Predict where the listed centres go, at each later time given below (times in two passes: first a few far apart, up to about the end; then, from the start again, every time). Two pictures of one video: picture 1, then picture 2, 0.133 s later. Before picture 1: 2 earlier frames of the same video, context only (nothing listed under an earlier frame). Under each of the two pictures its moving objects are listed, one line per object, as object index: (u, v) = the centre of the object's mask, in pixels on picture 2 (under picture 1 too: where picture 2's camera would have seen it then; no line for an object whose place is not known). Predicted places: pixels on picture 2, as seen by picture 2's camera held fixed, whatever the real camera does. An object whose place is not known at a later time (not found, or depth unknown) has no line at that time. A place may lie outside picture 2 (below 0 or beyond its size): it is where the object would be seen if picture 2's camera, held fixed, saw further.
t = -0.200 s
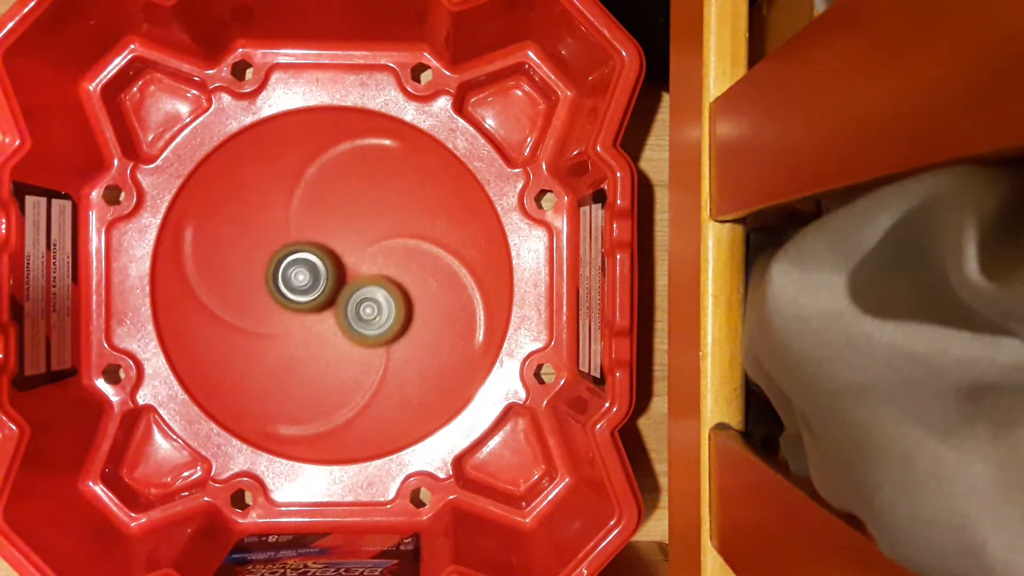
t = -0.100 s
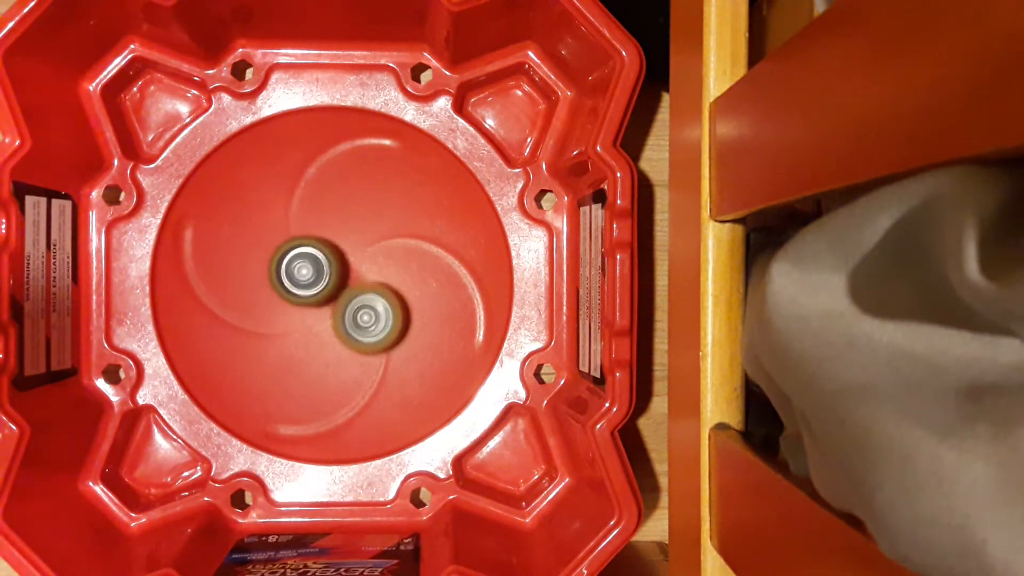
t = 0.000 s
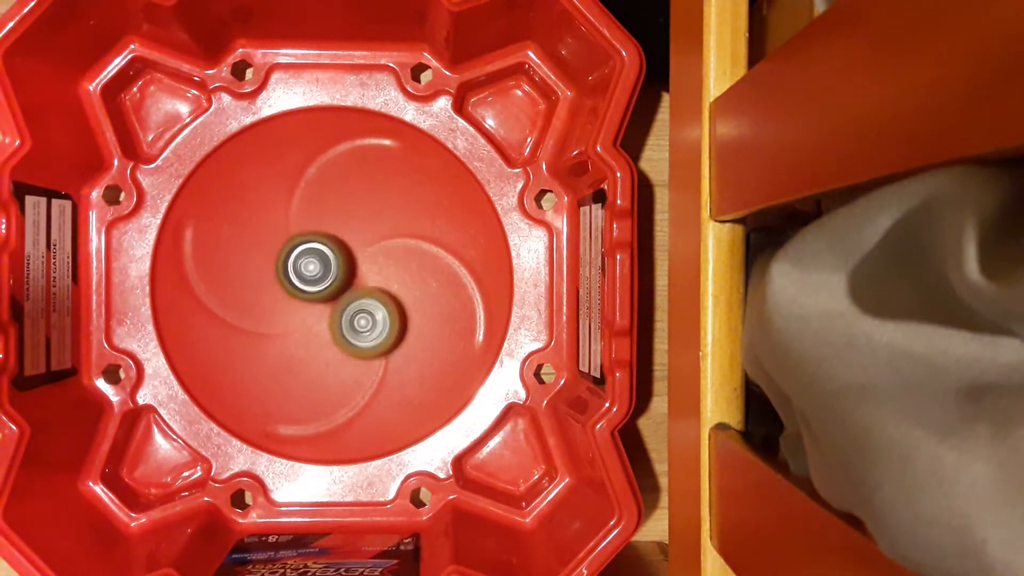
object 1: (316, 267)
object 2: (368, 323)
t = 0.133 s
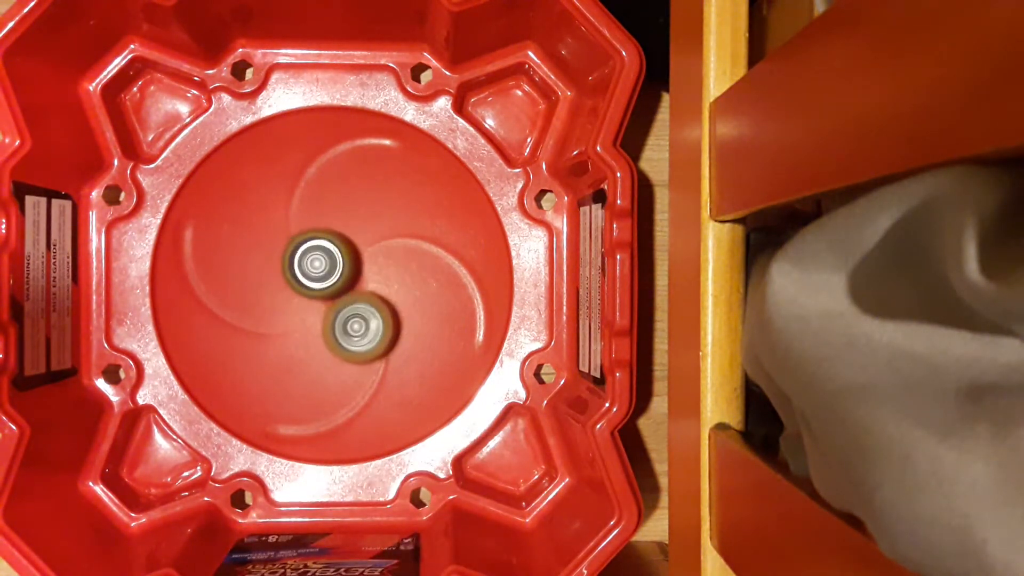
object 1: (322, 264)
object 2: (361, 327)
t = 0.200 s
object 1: (321, 261)
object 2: (358, 331)
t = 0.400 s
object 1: (336, 254)
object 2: (346, 331)
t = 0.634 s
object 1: (356, 244)
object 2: (329, 337)
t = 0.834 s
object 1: (372, 246)
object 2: (323, 328)
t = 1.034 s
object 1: (376, 261)
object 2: (319, 313)
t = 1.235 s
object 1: (389, 273)
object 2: (301, 301)
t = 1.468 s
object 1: (388, 293)
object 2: (300, 285)
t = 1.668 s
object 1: (376, 307)
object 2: (309, 272)
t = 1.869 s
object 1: (366, 321)
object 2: (321, 260)
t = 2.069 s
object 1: (358, 338)
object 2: (336, 253)
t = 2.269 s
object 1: (345, 341)
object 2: (353, 258)
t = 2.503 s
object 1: (331, 330)
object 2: (374, 267)
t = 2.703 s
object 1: (319, 317)
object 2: (386, 277)
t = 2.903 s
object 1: (311, 301)
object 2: (386, 288)
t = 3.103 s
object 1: (299, 287)
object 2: (390, 300)
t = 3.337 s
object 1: (300, 273)
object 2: (374, 309)
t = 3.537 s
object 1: (304, 258)
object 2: (359, 320)
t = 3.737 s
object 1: (315, 249)
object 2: (341, 319)
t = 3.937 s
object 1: (327, 241)
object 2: (322, 317)
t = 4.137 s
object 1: (345, 239)
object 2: (312, 310)
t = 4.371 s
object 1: (367, 249)
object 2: (307, 296)
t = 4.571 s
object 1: (383, 263)
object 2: (311, 283)
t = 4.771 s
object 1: (397, 280)
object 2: (320, 271)
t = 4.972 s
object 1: (399, 300)
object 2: (332, 260)
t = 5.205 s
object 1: (393, 322)
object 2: (347, 261)
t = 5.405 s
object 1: (381, 342)
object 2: (357, 266)
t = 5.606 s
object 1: (364, 347)
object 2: (359, 270)
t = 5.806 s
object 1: (344, 353)
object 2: (362, 277)
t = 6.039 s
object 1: (319, 351)
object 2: (363, 284)
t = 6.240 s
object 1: (304, 342)
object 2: (362, 291)
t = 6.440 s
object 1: (288, 329)
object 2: (372, 289)
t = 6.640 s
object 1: (288, 308)
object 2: (370, 285)
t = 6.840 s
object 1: (290, 289)
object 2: (371, 282)
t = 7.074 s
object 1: (289, 270)
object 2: (370, 283)
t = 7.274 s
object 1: (293, 259)
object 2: (365, 285)
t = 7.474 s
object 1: (296, 253)
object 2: (362, 292)
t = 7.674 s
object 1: (301, 248)
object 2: (367, 307)
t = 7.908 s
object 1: (319, 252)
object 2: (364, 311)
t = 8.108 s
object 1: (325, 245)
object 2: (362, 314)
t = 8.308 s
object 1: (327, 233)
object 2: (360, 320)
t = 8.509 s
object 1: (334, 233)
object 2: (355, 312)
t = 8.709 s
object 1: (341, 226)
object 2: (348, 324)
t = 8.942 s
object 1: (353, 237)
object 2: (348, 315)
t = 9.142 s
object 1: (359, 231)
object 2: (346, 323)
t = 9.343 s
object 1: (365, 241)
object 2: (348, 317)
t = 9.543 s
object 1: (372, 240)
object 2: (344, 322)
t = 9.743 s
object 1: (377, 246)
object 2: (343, 316)
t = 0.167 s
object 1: (321, 263)
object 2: (359, 329)
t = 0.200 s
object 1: (321, 261)
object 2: (358, 331)
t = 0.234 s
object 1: (323, 260)
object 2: (356, 332)
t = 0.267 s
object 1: (325, 258)
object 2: (354, 332)
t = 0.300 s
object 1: (328, 257)
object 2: (352, 332)
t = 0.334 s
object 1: (330, 256)
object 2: (351, 332)
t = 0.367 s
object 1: (333, 255)
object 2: (349, 331)
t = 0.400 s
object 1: (336, 254)
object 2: (346, 331)
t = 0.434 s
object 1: (338, 254)
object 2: (344, 330)
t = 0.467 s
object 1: (341, 253)
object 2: (342, 330)
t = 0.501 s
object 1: (344, 253)
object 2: (340, 329)
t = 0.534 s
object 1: (347, 251)
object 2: (337, 330)
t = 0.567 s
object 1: (351, 247)
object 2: (334, 334)
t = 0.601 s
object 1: (354, 245)
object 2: (331, 336)
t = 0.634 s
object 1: (356, 244)
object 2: (329, 337)
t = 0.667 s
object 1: (359, 243)
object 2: (327, 336)
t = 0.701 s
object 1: (361, 243)
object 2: (327, 335)
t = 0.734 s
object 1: (364, 244)
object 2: (326, 334)
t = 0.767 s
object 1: (366, 244)
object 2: (324, 332)
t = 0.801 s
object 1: (369, 245)
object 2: (324, 330)
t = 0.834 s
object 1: (372, 246)
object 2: (323, 328)
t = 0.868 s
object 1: (374, 248)
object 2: (322, 326)
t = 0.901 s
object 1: (375, 250)
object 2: (321, 323)
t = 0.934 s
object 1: (375, 252)
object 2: (320, 321)
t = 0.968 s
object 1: (375, 255)
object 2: (319, 318)
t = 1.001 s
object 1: (376, 258)
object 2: (320, 315)
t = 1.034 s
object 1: (376, 261)
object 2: (319, 313)
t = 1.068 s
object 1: (377, 263)
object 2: (317, 310)
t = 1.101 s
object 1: (378, 265)
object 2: (315, 308)
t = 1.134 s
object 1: (380, 267)
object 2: (312, 306)
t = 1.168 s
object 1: (385, 268)
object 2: (306, 305)
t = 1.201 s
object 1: (387, 270)
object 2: (303, 303)
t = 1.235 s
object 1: (389, 273)
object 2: (301, 301)
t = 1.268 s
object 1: (390, 275)
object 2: (300, 298)
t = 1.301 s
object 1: (390, 278)
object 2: (299, 296)
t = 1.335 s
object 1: (391, 281)
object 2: (299, 293)
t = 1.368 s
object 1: (391, 284)
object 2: (299, 291)
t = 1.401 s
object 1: (390, 287)
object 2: (299, 289)
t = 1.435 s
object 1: (390, 290)
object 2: (300, 287)
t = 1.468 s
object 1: (388, 293)
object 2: (300, 285)
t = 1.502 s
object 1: (387, 296)
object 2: (302, 283)
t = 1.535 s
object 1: (385, 298)
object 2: (303, 281)
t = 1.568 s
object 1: (382, 300)
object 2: (305, 279)
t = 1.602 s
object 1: (379, 303)
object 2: (306, 278)
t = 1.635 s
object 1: (377, 305)
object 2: (308, 275)
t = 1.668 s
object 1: (376, 307)
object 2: (309, 272)
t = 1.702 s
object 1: (374, 310)
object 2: (310, 269)
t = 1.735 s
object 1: (373, 312)
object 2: (312, 267)
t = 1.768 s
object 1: (372, 315)
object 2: (314, 265)
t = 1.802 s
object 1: (370, 317)
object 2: (316, 263)
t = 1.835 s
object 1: (368, 319)
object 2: (318, 262)
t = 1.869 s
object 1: (366, 321)
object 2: (321, 260)
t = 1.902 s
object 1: (365, 325)
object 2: (323, 258)
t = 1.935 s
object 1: (364, 329)
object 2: (324, 255)
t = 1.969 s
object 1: (363, 331)
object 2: (327, 253)
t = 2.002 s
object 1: (361, 334)
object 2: (330, 253)
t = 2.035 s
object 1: (360, 336)
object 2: (333, 253)
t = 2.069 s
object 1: (358, 338)
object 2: (336, 253)
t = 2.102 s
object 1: (356, 339)
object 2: (339, 253)
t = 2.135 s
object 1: (354, 340)
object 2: (342, 254)
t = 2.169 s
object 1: (352, 341)
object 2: (345, 254)
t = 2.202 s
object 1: (350, 341)
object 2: (347, 255)
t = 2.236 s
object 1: (347, 341)
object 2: (350, 256)
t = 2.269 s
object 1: (345, 341)
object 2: (353, 258)
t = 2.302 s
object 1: (343, 339)
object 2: (356, 259)
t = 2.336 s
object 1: (341, 338)
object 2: (359, 261)
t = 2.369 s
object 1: (339, 336)
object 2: (361, 262)
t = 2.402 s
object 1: (337, 334)
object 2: (364, 264)
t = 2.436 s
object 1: (335, 333)
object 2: (369, 265)
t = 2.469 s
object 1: (333, 331)
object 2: (372, 266)
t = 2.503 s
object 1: (331, 330)
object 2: (374, 267)
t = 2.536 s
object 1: (328, 328)
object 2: (377, 269)
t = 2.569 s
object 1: (326, 326)
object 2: (378, 271)
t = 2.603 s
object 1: (324, 323)
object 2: (380, 272)
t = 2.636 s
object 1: (323, 321)
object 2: (382, 274)
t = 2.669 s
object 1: (321, 319)
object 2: (383, 275)
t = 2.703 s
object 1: (319, 317)
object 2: (386, 277)
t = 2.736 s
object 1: (317, 315)
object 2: (387, 278)
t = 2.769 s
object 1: (315, 312)
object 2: (388, 280)
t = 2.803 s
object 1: (314, 309)
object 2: (388, 282)
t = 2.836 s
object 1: (313, 307)
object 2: (387, 284)
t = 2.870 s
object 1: (311, 304)
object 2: (387, 286)
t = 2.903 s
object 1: (311, 301)
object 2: (386, 288)
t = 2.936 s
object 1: (307, 298)
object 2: (390, 291)
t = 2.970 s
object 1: (304, 296)
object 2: (392, 292)
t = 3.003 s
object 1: (302, 294)
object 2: (393, 295)
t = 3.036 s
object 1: (301, 292)
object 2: (392, 296)
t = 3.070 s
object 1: (299, 289)
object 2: (391, 298)
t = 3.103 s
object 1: (299, 287)
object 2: (390, 300)
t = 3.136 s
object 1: (298, 285)
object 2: (389, 301)
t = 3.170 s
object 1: (298, 282)
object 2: (387, 303)
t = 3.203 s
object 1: (297, 280)
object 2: (385, 304)
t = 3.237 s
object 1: (297, 278)
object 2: (382, 306)
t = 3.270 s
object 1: (298, 276)
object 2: (380, 307)
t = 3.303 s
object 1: (299, 274)
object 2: (377, 309)
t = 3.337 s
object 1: (300, 273)
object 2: (374, 309)
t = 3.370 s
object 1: (301, 271)
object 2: (370, 311)
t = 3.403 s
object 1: (303, 270)
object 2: (366, 312)
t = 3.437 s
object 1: (303, 267)
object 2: (365, 315)
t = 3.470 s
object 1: (303, 263)
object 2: (364, 318)
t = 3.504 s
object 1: (303, 260)
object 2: (362, 320)
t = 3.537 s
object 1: (304, 258)
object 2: (359, 320)
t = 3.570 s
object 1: (305, 256)
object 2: (356, 320)
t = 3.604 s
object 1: (307, 255)
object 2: (353, 319)
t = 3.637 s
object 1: (309, 254)
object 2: (350, 319)
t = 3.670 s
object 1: (311, 252)
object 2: (347, 319)
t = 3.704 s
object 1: (313, 250)
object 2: (344, 319)
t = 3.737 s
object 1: (315, 249)
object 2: (341, 319)
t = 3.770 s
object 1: (316, 246)
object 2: (338, 320)
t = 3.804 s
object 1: (317, 245)
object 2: (334, 320)
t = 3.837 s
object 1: (320, 243)
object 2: (331, 320)
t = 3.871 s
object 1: (322, 242)
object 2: (329, 319)
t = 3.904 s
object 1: (324, 241)
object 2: (325, 318)
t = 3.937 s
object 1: (327, 241)
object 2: (322, 317)
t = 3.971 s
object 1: (330, 241)
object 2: (321, 316)
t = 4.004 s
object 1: (333, 239)
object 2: (319, 315)
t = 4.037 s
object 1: (336, 239)
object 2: (316, 315)
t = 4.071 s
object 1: (339, 238)
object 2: (314, 313)
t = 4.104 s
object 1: (342, 238)
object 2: (313, 311)
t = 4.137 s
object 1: (345, 239)
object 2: (312, 310)
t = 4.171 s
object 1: (349, 240)
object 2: (310, 308)
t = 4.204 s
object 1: (352, 242)
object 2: (309, 305)
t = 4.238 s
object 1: (355, 243)
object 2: (309, 303)
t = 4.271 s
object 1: (358, 244)
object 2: (308, 302)
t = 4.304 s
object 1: (361, 246)
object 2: (307, 300)
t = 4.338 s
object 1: (364, 247)
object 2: (307, 298)
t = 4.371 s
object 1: (367, 249)
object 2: (307, 296)
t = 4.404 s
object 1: (370, 251)
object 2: (307, 293)
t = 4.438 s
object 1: (372, 253)
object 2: (307, 291)
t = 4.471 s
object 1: (375, 255)
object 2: (308, 289)
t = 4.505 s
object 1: (378, 257)
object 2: (308, 287)
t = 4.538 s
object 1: (381, 260)
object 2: (309, 285)
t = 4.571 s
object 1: (383, 263)
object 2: (311, 283)
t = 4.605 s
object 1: (386, 266)
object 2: (312, 282)
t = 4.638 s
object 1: (389, 269)
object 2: (312, 280)
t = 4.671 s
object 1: (392, 271)
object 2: (314, 279)
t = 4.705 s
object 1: (394, 274)
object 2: (315, 277)
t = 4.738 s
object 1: (396, 277)
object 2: (318, 274)
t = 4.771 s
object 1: (397, 280)
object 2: (320, 271)
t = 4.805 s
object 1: (398, 284)
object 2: (323, 268)
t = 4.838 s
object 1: (399, 287)
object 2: (326, 265)
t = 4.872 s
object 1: (399, 290)
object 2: (328, 263)
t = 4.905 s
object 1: (399, 293)
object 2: (331, 261)
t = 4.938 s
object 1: (399, 297)
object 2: (332, 260)
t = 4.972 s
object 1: (399, 300)
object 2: (332, 260)
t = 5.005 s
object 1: (399, 303)
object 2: (335, 260)
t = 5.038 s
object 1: (398, 306)
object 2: (337, 260)
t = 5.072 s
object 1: (397, 309)
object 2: (340, 260)
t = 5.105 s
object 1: (396, 313)
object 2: (341, 260)
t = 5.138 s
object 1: (395, 316)
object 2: (343, 260)
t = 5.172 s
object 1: (394, 319)
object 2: (345, 260)
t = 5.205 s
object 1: (393, 322)
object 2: (347, 261)
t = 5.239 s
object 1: (391, 325)
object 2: (350, 262)
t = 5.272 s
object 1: (390, 328)
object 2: (351, 263)
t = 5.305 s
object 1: (388, 331)
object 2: (352, 264)
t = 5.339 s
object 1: (385, 333)
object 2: (354, 265)
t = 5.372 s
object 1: (383, 337)
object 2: (356, 266)
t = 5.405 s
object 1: (381, 342)
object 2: (357, 266)
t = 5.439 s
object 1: (379, 343)
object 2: (357, 266)
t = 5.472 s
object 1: (377, 343)
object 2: (357, 266)
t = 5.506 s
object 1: (374, 345)
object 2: (358, 267)
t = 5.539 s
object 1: (371, 346)
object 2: (358, 269)
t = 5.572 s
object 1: (367, 346)
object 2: (358, 270)
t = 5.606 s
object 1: (364, 347)
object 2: (359, 270)
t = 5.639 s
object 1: (361, 349)
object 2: (360, 272)
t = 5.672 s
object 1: (358, 349)
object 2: (361, 273)
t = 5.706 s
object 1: (354, 351)
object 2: (361, 274)
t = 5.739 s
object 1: (351, 351)
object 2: (361, 275)
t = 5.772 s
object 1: (348, 352)
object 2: (362, 275)
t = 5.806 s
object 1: (344, 353)
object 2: (362, 277)
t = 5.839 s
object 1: (340, 353)
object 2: (362, 278)
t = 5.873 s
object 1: (337, 352)
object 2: (362, 280)
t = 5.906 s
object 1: (334, 352)
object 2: (363, 281)
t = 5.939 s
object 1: (330, 352)
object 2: (363, 281)
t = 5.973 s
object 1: (326, 351)
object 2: (363, 283)
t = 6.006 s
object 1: (323, 351)
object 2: (363, 284)
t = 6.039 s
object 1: (319, 351)
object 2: (363, 284)
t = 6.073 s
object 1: (316, 351)
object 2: (364, 284)
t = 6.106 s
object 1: (313, 350)
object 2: (363, 285)
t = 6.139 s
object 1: (310, 349)
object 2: (363, 286)
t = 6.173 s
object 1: (308, 347)
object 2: (363, 287)
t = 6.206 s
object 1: (306, 345)
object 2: (363, 289)
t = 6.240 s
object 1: (304, 342)
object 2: (362, 291)
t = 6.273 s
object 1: (302, 340)
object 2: (362, 293)
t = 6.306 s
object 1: (298, 339)
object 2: (363, 293)
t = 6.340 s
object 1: (295, 337)
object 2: (368, 292)
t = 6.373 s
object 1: (292, 335)
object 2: (370, 291)
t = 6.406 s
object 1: (290, 332)
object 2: (371, 290)
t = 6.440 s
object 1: (288, 329)
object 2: (372, 289)
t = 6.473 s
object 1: (288, 326)
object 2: (372, 288)
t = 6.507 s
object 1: (288, 323)
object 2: (372, 287)
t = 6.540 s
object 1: (287, 319)
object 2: (372, 287)
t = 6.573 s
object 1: (287, 315)
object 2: (371, 286)
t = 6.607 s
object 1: (288, 312)
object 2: (371, 286)
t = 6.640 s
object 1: (288, 308)
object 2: (370, 285)
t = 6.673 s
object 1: (289, 304)
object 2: (370, 285)
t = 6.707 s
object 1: (290, 301)
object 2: (368, 285)
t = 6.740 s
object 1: (291, 297)
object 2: (367, 284)
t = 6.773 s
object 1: (291, 294)
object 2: (368, 283)
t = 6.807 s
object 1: (290, 292)
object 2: (371, 283)
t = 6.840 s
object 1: (290, 289)
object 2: (371, 282)
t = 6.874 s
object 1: (290, 285)
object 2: (371, 282)
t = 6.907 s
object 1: (291, 282)
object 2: (370, 283)
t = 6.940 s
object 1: (291, 279)
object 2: (369, 283)
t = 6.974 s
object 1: (291, 276)
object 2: (368, 283)
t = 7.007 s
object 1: (290, 275)
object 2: (369, 283)
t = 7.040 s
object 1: (289, 272)
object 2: (370, 283)
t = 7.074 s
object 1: (289, 270)
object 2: (370, 283)
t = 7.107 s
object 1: (289, 268)
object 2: (369, 284)
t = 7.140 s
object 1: (289, 265)
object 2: (369, 284)
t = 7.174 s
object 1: (290, 264)
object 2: (368, 284)
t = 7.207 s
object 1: (290, 262)
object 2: (367, 284)
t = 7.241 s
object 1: (291, 260)
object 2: (366, 284)
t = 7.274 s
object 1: (293, 259)
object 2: (365, 285)
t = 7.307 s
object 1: (293, 258)
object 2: (365, 287)
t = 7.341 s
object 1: (292, 257)
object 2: (366, 289)
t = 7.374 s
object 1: (293, 256)
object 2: (366, 290)
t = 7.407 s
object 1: (294, 255)
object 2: (365, 291)
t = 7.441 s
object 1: (295, 254)
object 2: (364, 291)
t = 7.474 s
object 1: (296, 253)
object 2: (362, 292)
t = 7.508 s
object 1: (297, 252)
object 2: (362, 295)
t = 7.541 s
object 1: (296, 250)
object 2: (365, 301)
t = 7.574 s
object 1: (296, 248)
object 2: (367, 305)
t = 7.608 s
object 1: (297, 246)
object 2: (367, 306)
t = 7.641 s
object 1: (299, 247)
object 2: (367, 306)
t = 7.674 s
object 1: (301, 248)
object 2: (367, 307)
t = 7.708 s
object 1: (304, 248)
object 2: (367, 308)
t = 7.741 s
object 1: (306, 249)
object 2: (367, 308)
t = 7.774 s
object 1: (309, 250)
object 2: (366, 309)
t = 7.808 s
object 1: (312, 251)
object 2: (365, 309)
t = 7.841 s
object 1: (315, 252)
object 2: (365, 310)
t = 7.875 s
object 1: (316, 251)
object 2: (364, 311)
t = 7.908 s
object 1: (319, 252)
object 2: (364, 311)
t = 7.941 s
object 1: (319, 250)
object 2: (365, 314)
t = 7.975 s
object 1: (319, 248)
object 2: (366, 315)
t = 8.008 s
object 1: (321, 247)
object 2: (365, 316)
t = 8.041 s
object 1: (322, 246)
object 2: (364, 315)
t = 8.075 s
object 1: (323, 245)
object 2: (363, 315)
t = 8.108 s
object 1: (325, 245)
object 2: (362, 314)
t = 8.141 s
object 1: (327, 244)
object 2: (361, 313)
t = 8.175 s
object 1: (328, 243)
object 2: (360, 313)
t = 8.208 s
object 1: (326, 239)
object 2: (361, 319)
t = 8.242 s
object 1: (326, 236)
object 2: (361, 321)
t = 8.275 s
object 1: (326, 234)
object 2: (361, 321)
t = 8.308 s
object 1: (327, 233)
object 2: (360, 320)
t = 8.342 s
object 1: (328, 232)
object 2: (359, 319)
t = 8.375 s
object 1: (329, 231)
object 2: (359, 318)
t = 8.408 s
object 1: (331, 231)
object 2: (358, 316)
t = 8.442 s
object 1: (332, 231)
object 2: (357, 315)
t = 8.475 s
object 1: (333, 232)
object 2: (356, 313)
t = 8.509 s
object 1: (334, 233)
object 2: (355, 312)
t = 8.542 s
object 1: (336, 234)
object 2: (354, 310)
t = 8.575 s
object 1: (337, 235)
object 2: (353, 309)
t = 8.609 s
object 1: (337, 232)
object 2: (352, 316)
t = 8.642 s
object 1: (337, 228)
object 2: (350, 321)
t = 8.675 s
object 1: (339, 227)
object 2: (349, 323)
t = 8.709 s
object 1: (341, 226)
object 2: (348, 324)
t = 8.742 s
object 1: (343, 226)
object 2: (348, 323)
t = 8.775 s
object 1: (345, 227)
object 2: (348, 322)
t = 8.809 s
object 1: (347, 228)
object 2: (348, 321)
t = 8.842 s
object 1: (348, 230)
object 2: (348, 320)
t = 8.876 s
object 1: (350, 232)
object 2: (348, 318)
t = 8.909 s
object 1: (351, 234)
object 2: (348, 316)
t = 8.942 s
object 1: (353, 237)
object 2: (348, 315)
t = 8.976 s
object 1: (353, 236)
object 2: (348, 317)
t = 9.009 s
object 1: (354, 231)
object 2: (347, 323)
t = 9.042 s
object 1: (355, 230)
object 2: (346, 325)
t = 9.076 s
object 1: (356, 230)
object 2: (346, 325)
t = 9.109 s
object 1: (358, 230)
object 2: (346, 324)
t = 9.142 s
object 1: (359, 231)
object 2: (346, 323)
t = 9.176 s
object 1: (361, 232)
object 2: (347, 322)
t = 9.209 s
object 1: (362, 234)
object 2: (347, 320)
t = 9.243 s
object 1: (363, 236)
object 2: (347, 319)
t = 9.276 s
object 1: (364, 239)
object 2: (348, 317)
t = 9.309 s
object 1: (364, 242)
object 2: (348, 316)
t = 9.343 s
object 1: (365, 241)
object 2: (348, 317)
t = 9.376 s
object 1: (365, 242)
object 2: (347, 318)
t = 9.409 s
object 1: (366, 243)
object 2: (347, 318)
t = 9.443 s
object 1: (367, 242)
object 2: (346, 320)
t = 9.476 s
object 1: (369, 240)
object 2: (345, 322)
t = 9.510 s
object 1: (370, 240)
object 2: (344, 322)
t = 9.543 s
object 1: (372, 240)
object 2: (344, 322)
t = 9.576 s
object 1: (372, 241)
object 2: (344, 321)
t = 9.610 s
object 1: (373, 242)
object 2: (344, 320)
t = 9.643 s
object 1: (374, 244)
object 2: (345, 318)
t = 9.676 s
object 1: (375, 245)
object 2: (345, 316)
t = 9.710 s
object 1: (377, 246)
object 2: (344, 316)
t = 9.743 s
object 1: (377, 246)
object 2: (343, 316)
